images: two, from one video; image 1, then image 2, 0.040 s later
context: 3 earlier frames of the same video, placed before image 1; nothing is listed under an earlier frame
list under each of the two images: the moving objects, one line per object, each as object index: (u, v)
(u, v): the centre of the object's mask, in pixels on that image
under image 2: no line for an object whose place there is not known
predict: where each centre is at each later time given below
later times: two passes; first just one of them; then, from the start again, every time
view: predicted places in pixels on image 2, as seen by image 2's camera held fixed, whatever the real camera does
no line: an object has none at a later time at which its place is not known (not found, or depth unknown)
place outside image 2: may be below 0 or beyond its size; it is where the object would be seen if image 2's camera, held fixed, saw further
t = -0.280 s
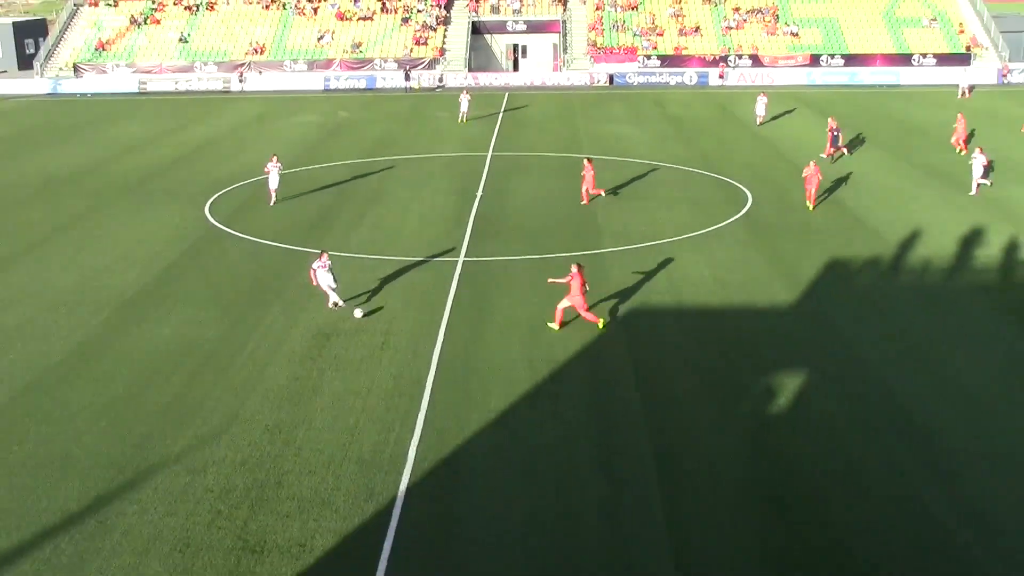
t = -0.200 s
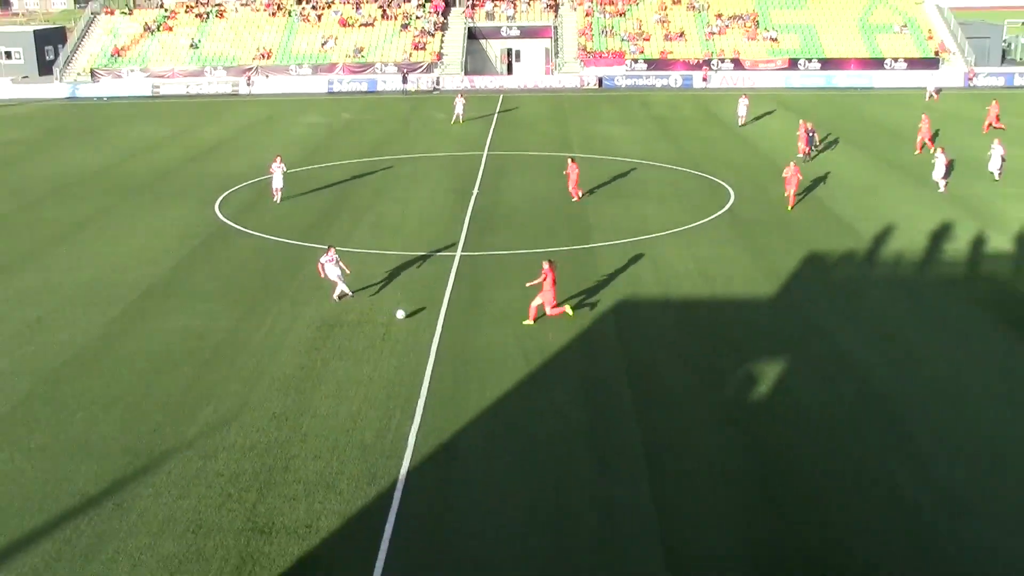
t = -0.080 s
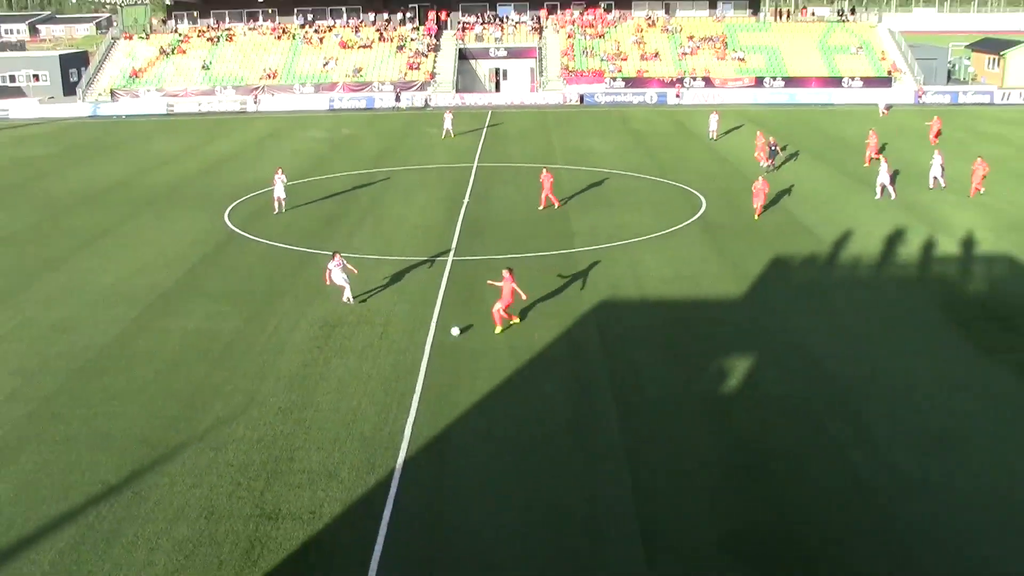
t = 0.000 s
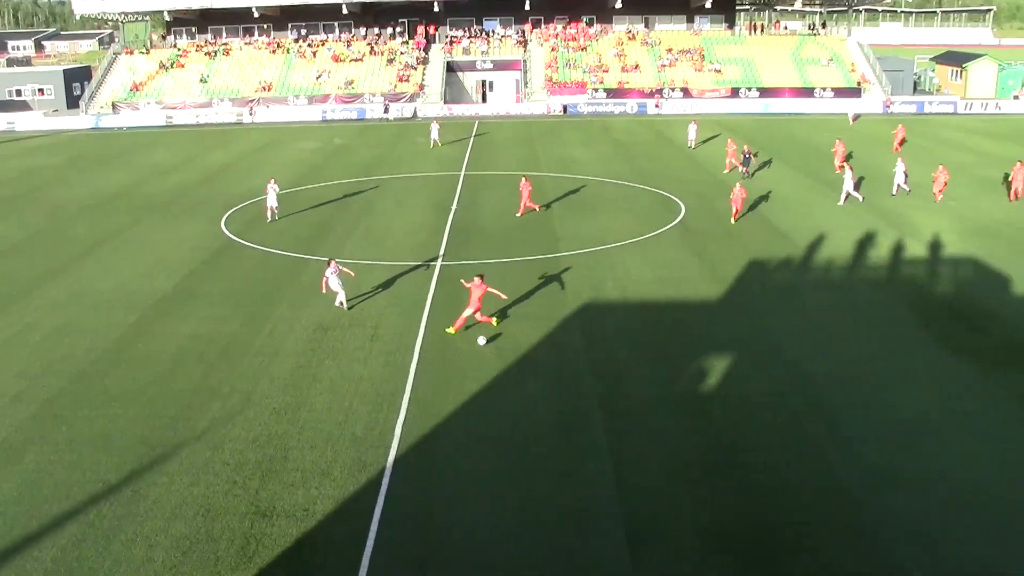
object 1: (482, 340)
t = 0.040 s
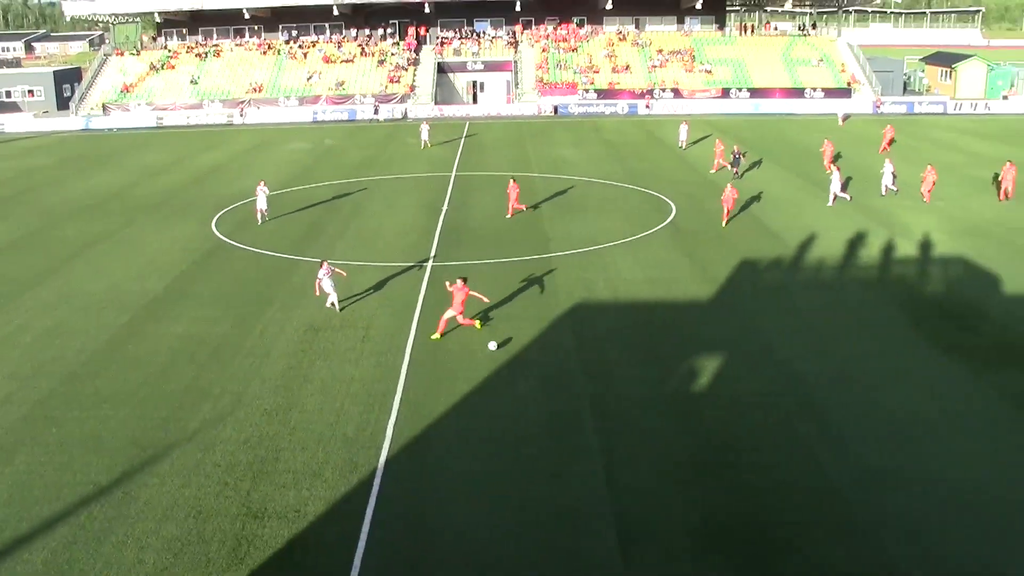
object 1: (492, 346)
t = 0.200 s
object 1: (574, 365)
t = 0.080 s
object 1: (512, 351)
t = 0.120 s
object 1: (533, 356)
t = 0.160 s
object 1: (554, 362)
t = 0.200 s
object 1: (574, 365)
